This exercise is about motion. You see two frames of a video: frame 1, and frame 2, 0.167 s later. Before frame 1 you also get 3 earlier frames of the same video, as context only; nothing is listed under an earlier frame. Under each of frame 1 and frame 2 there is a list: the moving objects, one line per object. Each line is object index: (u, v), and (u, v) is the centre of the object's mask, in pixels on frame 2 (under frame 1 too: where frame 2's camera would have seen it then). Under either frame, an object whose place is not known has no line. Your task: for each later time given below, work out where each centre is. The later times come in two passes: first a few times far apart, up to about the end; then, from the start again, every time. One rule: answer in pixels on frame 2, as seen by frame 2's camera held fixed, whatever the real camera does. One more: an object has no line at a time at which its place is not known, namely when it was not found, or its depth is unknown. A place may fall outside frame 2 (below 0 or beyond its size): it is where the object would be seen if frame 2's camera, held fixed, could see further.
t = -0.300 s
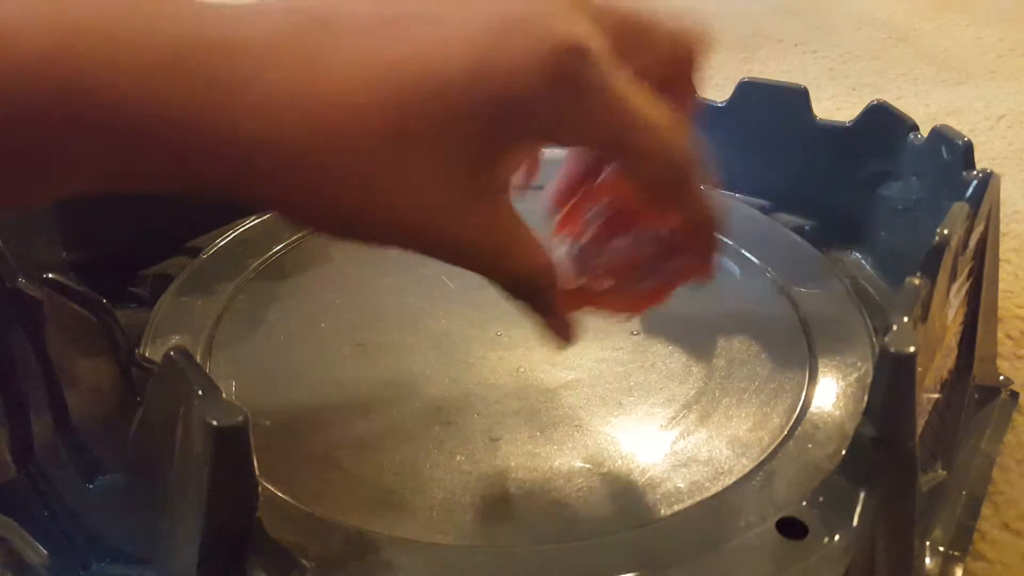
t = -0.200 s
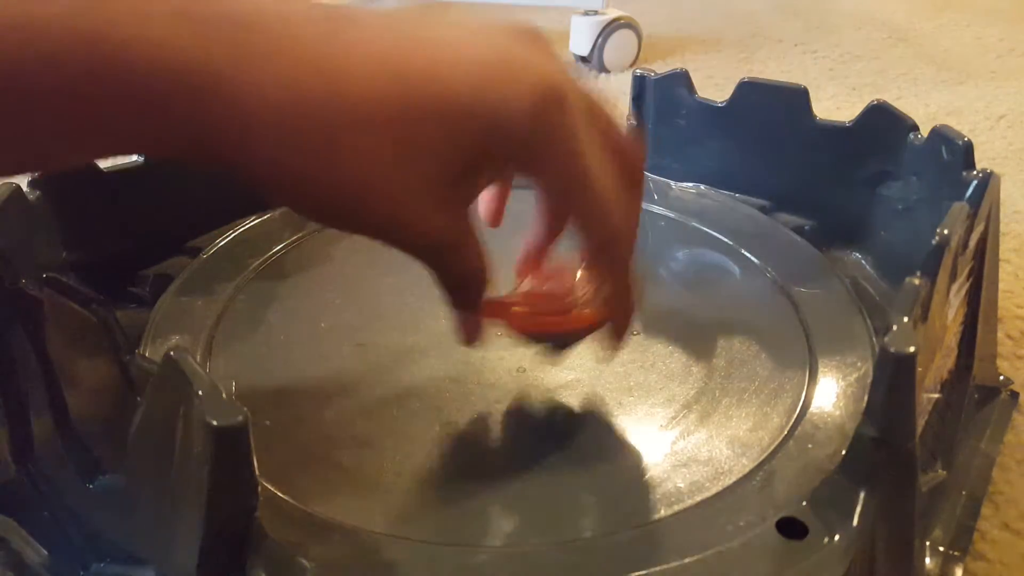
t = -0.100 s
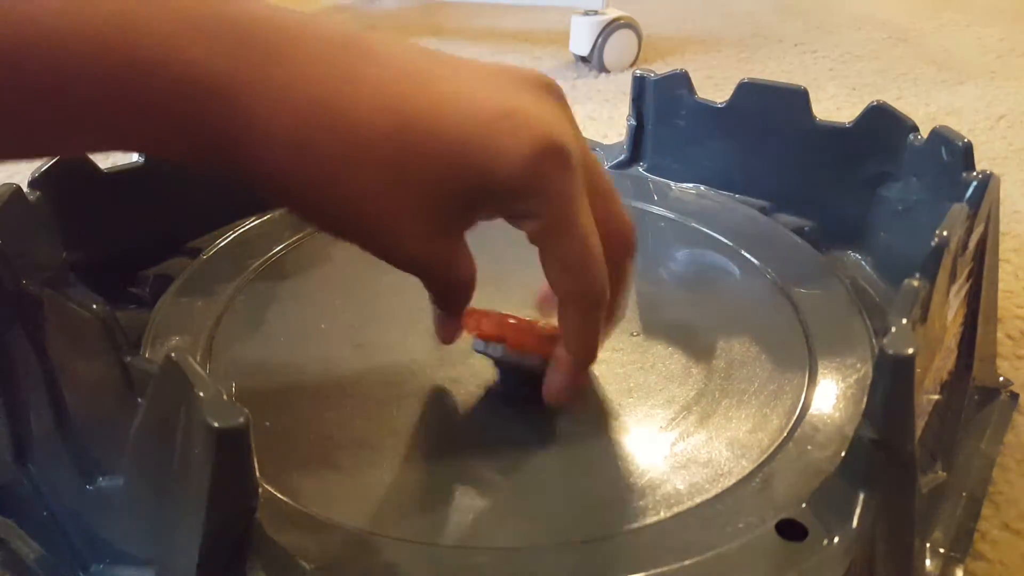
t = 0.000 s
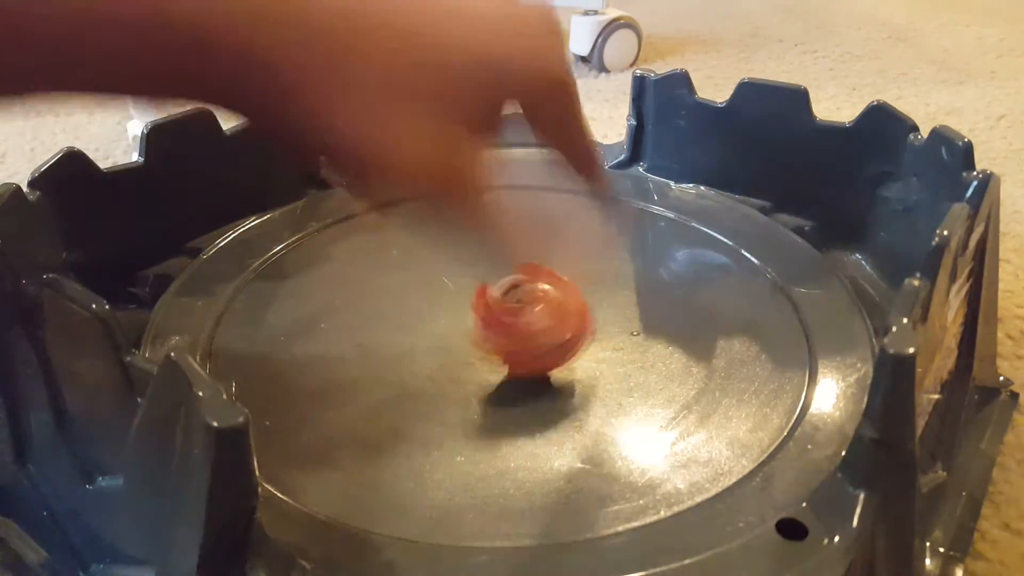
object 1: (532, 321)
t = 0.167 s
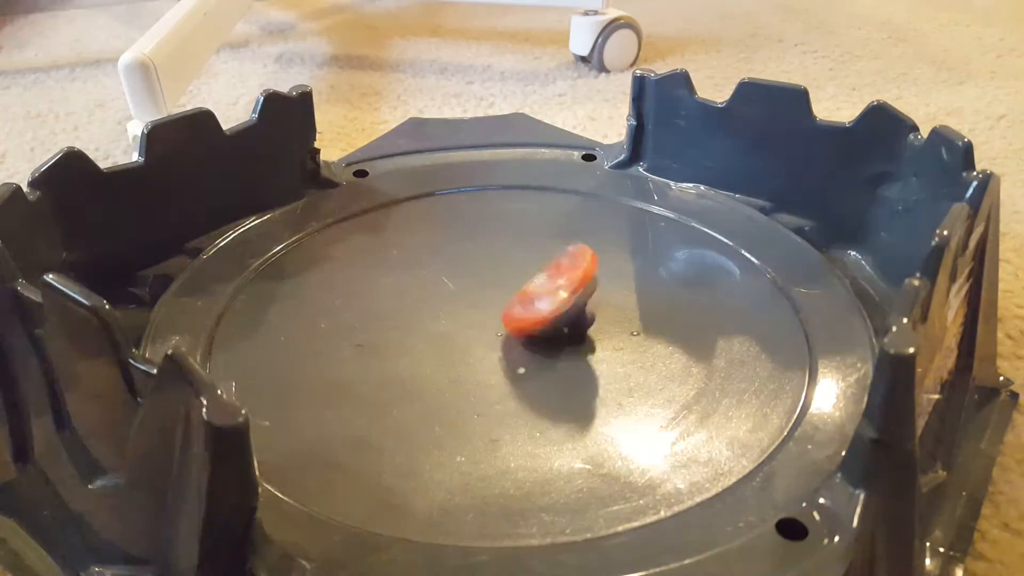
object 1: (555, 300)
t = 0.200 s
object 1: (552, 296)
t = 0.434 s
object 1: (546, 294)
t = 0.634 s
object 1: (540, 309)
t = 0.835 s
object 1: (545, 313)
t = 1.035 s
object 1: (541, 311)
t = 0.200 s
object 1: (552, 296)
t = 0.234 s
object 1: (551, 294)
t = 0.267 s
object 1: (552, 295)
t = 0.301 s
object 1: (553, 294)
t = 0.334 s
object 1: (552, 293)
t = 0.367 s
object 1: (551, 295)
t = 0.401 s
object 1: (549, 293)
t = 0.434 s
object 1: (546, 294)
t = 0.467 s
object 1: (542, 296)
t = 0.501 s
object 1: (539, 300)
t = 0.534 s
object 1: (537, 304)
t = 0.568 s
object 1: (538, 306)
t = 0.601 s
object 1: (540, 308)
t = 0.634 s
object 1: (540, 309)
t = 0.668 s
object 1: (541, 310)
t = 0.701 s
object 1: (542, 311)
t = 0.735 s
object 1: (544, 312)
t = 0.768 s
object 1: (544, 313)
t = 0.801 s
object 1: (545, 313)
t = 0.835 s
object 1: (545, 313)
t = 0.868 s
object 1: (545, 313)
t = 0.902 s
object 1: (544, 313)
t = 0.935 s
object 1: (543, 312)
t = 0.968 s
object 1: (542, 311)
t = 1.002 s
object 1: (541, 310)
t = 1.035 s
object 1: (541, 311)
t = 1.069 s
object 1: (542, 312)
